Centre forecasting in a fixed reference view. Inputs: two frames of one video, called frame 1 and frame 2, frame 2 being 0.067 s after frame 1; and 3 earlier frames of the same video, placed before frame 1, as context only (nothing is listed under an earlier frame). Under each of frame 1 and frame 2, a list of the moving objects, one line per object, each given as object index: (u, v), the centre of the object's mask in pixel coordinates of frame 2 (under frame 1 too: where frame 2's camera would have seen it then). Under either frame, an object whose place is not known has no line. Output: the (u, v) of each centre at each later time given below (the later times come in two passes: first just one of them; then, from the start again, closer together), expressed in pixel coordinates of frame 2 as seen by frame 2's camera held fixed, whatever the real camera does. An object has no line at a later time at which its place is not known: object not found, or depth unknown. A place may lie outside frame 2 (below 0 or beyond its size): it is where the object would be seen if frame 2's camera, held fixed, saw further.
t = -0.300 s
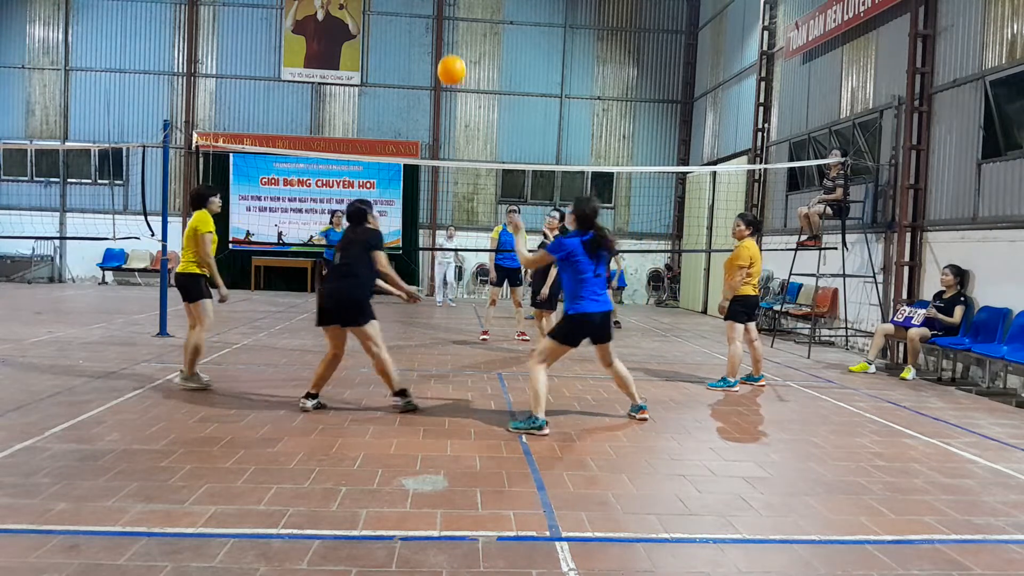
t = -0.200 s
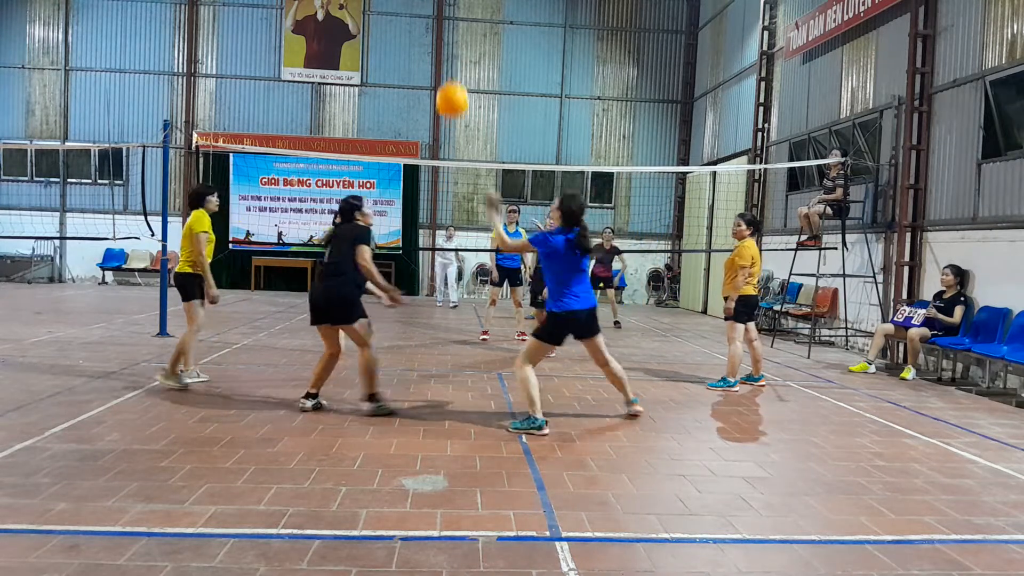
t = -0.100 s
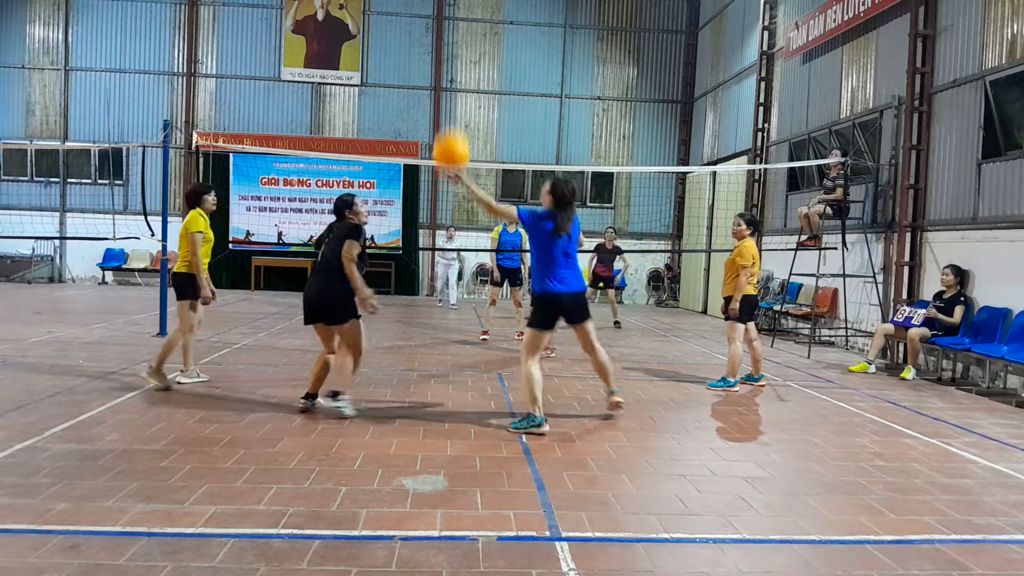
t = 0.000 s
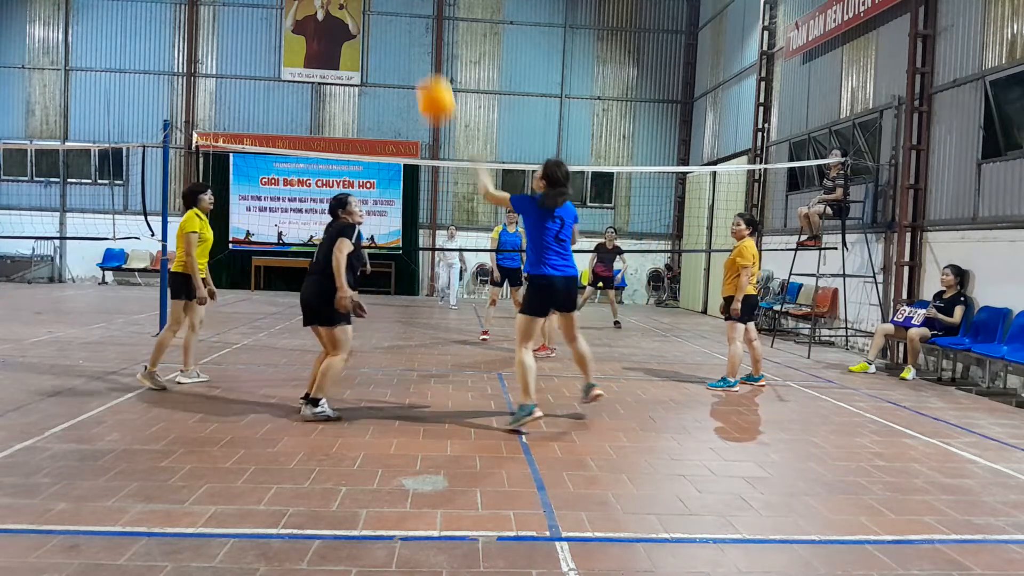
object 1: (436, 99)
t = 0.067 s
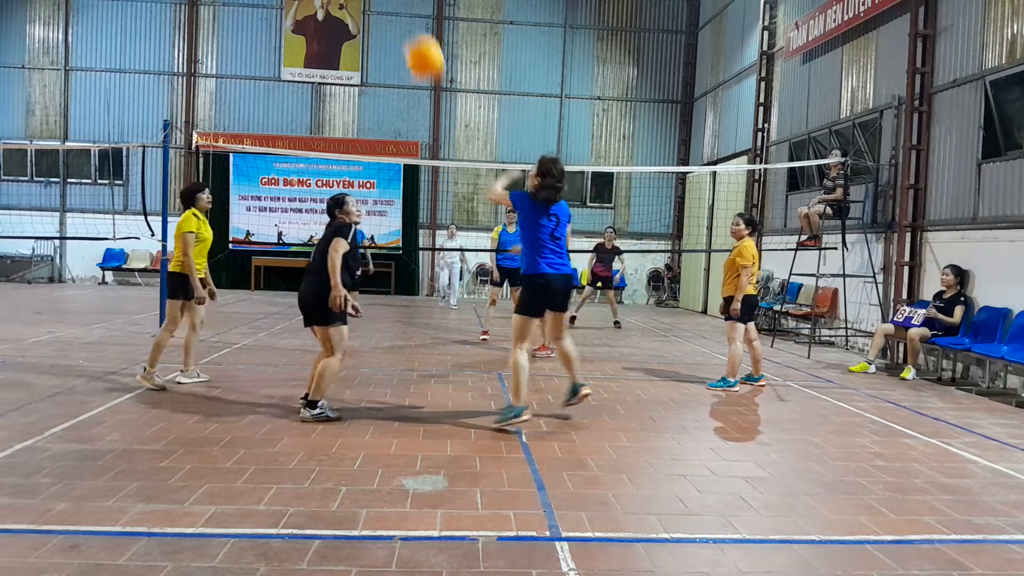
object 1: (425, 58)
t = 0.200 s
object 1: (403, 6)
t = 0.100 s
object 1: (419, 40)
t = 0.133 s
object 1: (413, 23)
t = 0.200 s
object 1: (403, 6)
